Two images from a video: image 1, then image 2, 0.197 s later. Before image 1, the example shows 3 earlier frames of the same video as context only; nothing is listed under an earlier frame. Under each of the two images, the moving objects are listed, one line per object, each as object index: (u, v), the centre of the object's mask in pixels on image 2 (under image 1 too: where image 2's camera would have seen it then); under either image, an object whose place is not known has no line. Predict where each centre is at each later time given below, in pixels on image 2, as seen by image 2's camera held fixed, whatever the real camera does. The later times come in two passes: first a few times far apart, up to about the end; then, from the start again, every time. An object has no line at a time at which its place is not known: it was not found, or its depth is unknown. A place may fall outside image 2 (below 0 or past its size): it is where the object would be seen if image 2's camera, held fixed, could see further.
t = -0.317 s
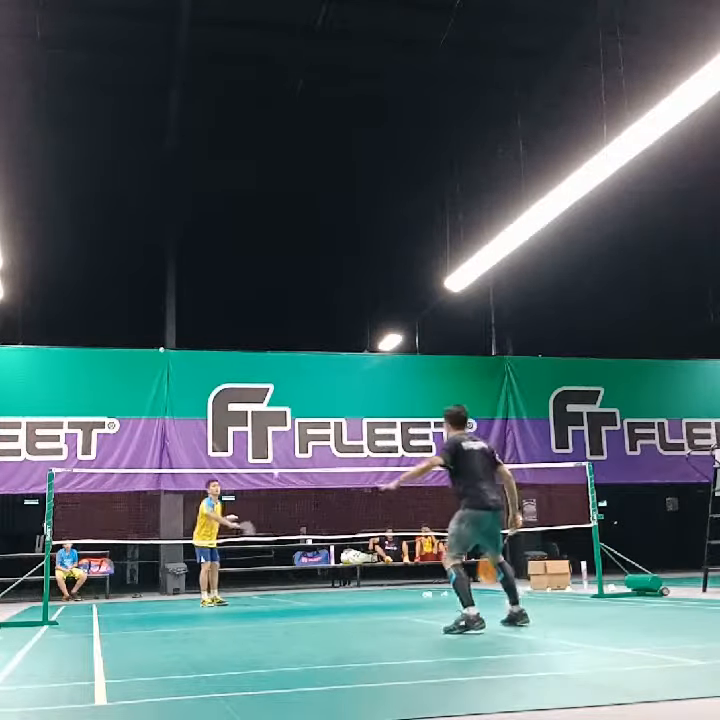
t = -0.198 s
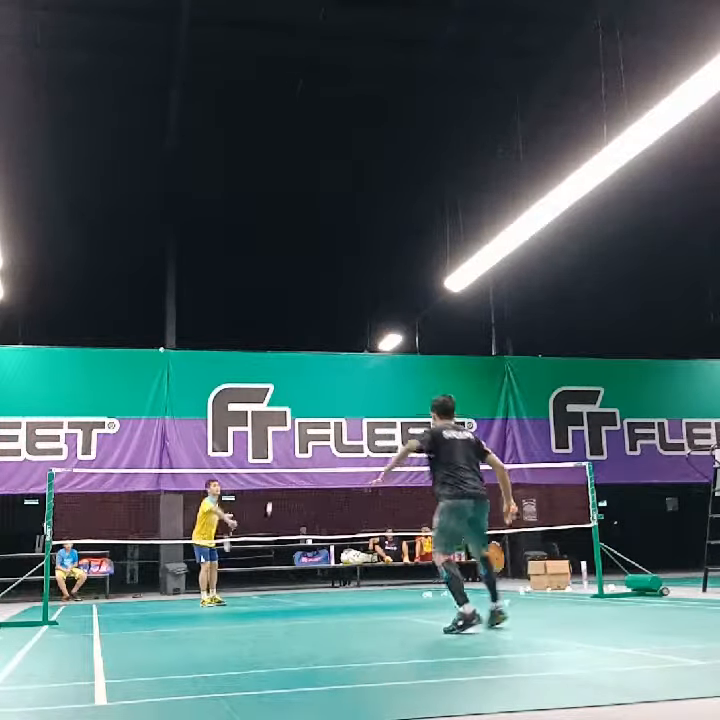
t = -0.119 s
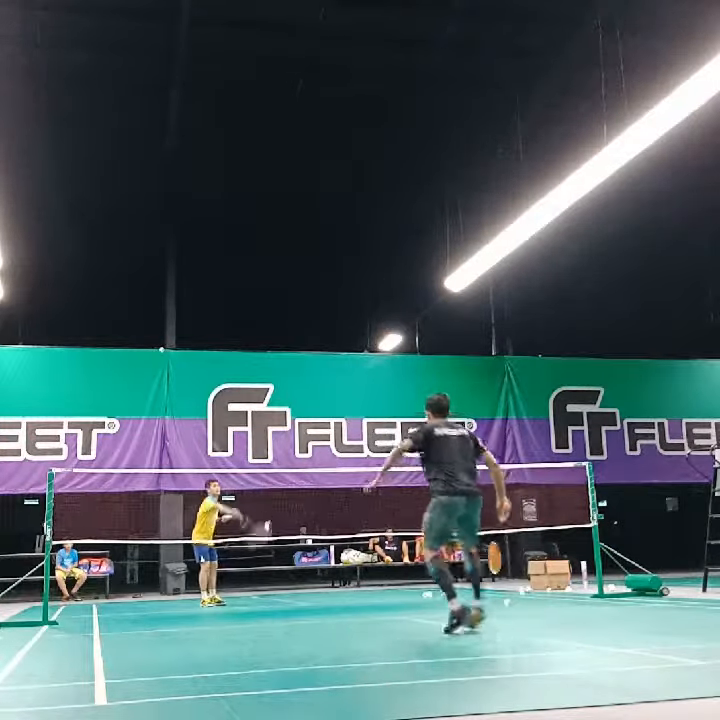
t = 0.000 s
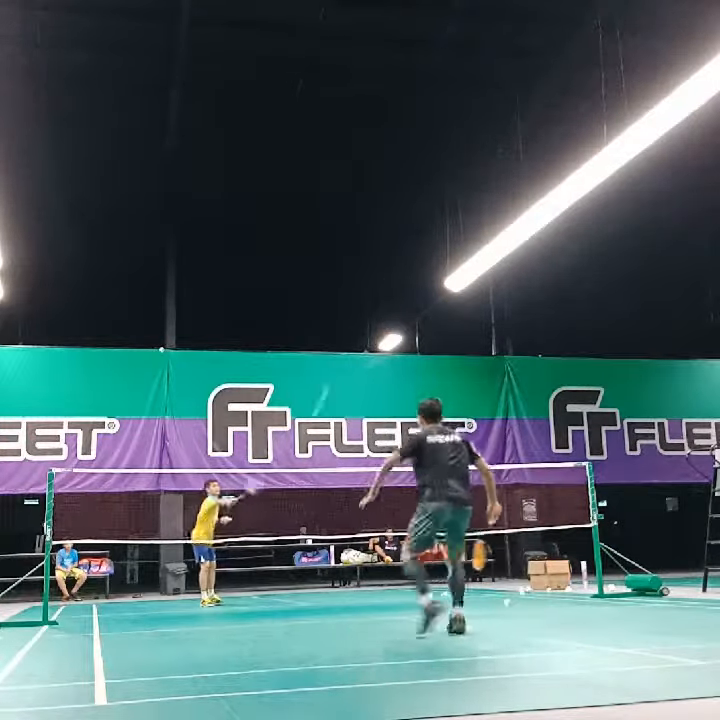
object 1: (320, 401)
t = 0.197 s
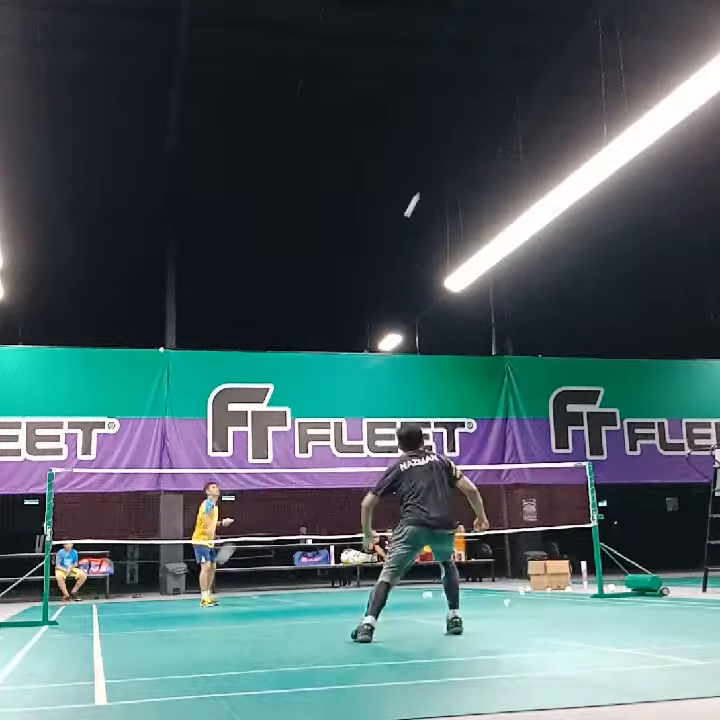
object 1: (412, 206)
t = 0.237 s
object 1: (423, 186)
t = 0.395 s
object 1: (463, 121)
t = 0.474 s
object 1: (482, 97)
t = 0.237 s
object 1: (423, 186)
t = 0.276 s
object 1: (433, 168)
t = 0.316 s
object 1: (442, 151)
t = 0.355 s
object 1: (453, 135)
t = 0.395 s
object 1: (463, 121)
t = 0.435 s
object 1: (473, 108)
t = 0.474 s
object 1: (482, 97)
